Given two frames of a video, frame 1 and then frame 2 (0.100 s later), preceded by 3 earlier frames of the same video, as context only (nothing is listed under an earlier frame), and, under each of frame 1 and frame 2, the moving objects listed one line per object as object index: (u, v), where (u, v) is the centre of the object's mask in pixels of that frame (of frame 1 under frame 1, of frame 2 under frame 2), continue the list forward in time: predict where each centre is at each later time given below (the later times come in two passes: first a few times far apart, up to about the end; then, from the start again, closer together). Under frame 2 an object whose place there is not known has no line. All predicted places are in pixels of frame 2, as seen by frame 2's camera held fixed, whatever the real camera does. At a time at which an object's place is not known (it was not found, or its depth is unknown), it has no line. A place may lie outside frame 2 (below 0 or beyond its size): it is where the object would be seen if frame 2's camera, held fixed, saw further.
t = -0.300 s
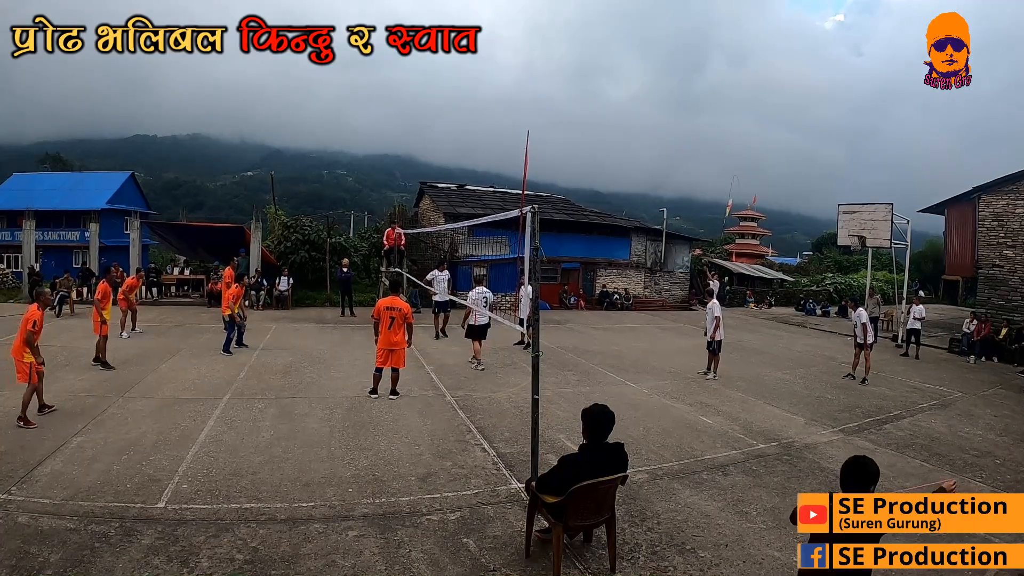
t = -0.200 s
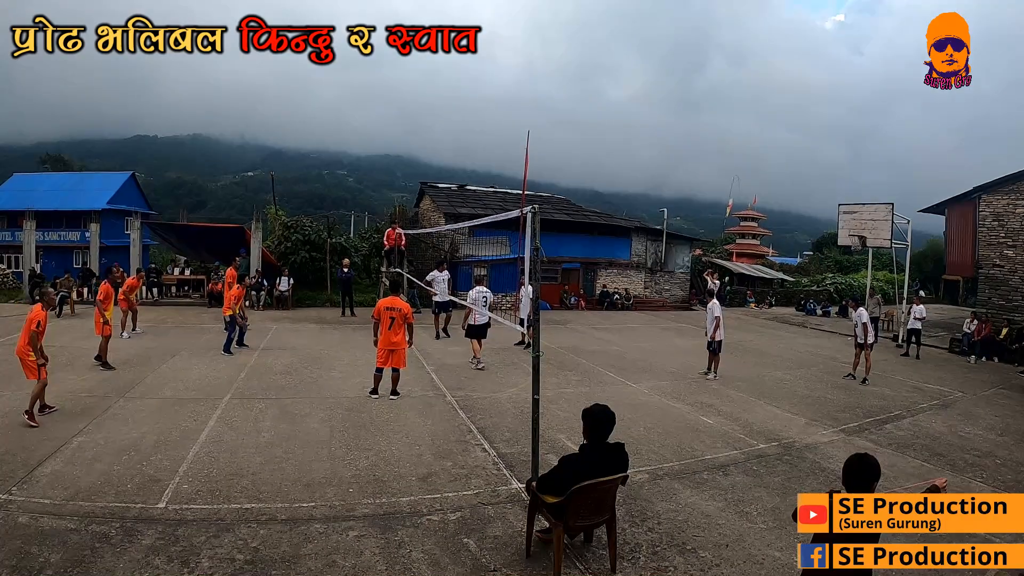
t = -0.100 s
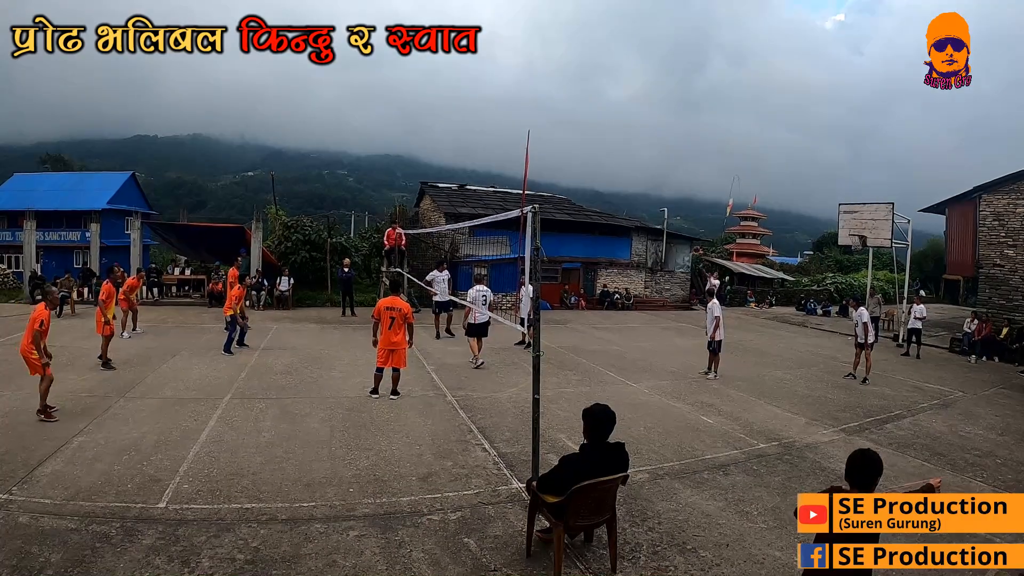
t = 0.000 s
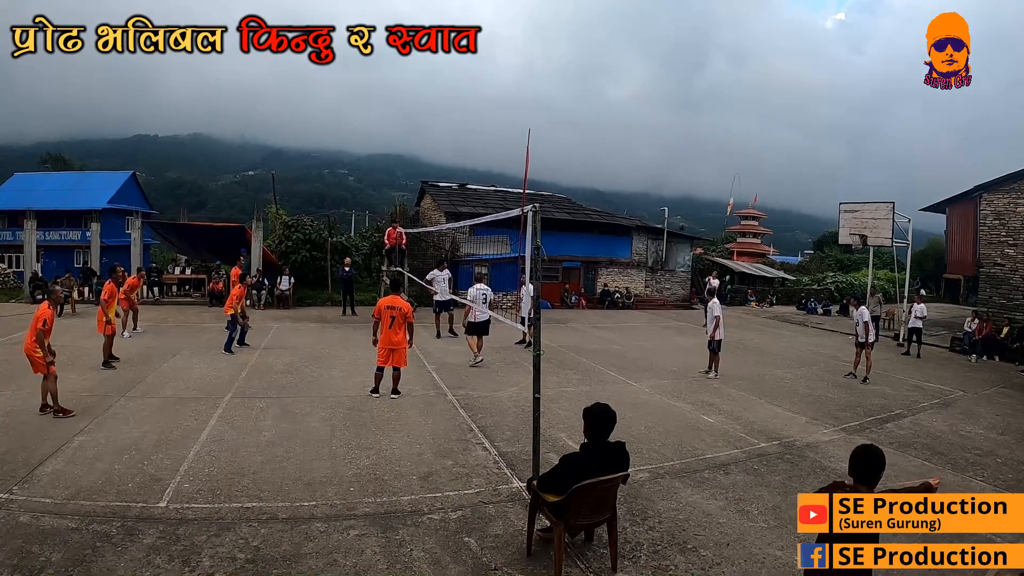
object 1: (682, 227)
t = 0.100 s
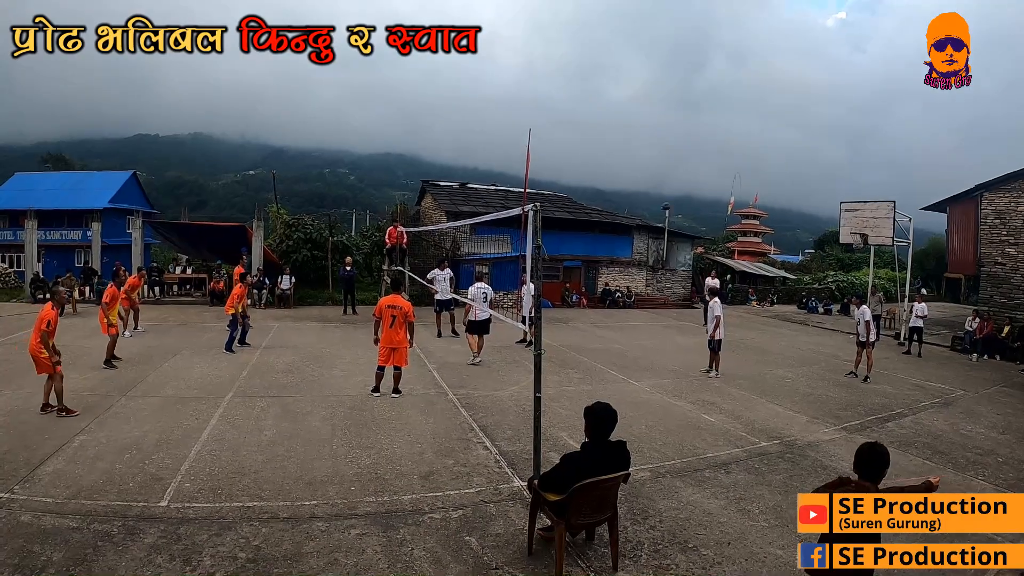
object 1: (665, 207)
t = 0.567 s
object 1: (559, 148)
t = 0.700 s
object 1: (517, 147)
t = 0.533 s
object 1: (569, 150)
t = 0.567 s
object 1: (559, 148)
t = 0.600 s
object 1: (550, 147)
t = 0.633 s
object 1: (539, 147)
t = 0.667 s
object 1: (528, 147)
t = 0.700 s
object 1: (517, 147)
